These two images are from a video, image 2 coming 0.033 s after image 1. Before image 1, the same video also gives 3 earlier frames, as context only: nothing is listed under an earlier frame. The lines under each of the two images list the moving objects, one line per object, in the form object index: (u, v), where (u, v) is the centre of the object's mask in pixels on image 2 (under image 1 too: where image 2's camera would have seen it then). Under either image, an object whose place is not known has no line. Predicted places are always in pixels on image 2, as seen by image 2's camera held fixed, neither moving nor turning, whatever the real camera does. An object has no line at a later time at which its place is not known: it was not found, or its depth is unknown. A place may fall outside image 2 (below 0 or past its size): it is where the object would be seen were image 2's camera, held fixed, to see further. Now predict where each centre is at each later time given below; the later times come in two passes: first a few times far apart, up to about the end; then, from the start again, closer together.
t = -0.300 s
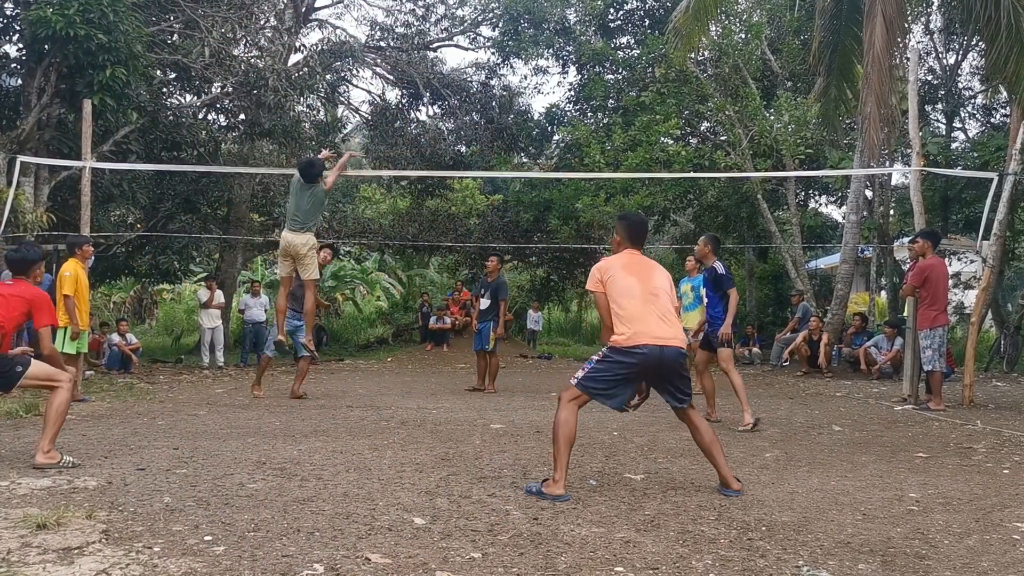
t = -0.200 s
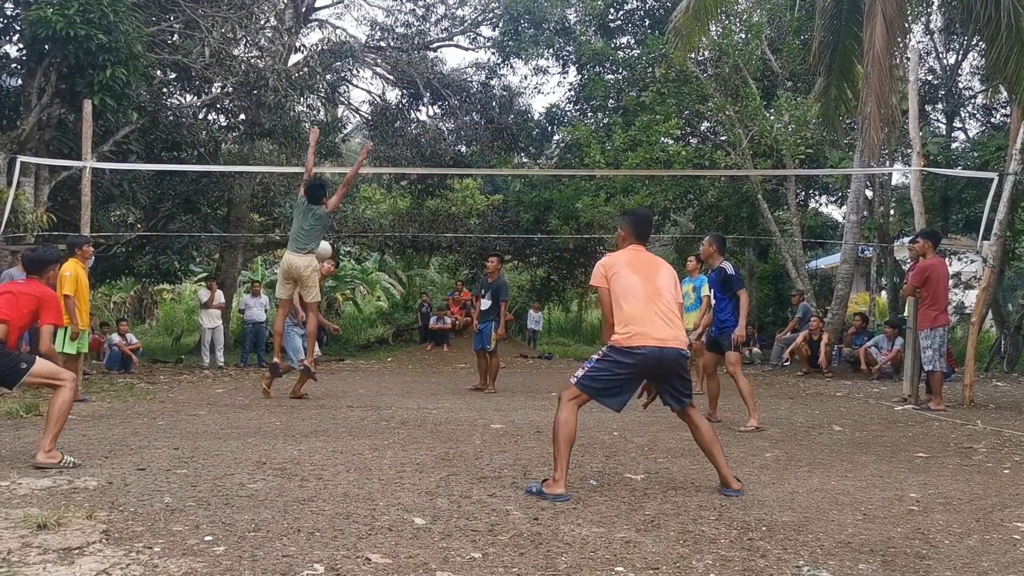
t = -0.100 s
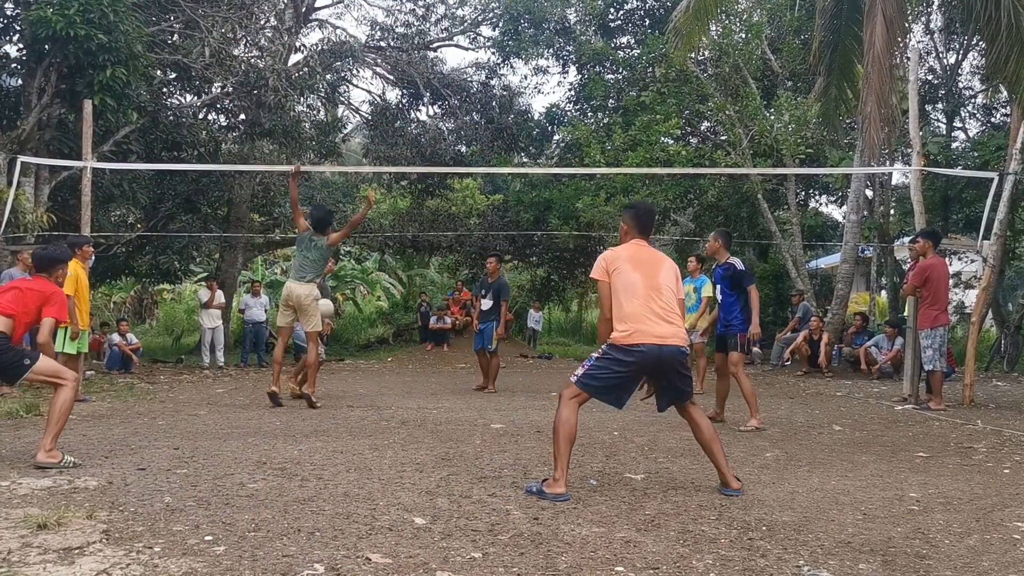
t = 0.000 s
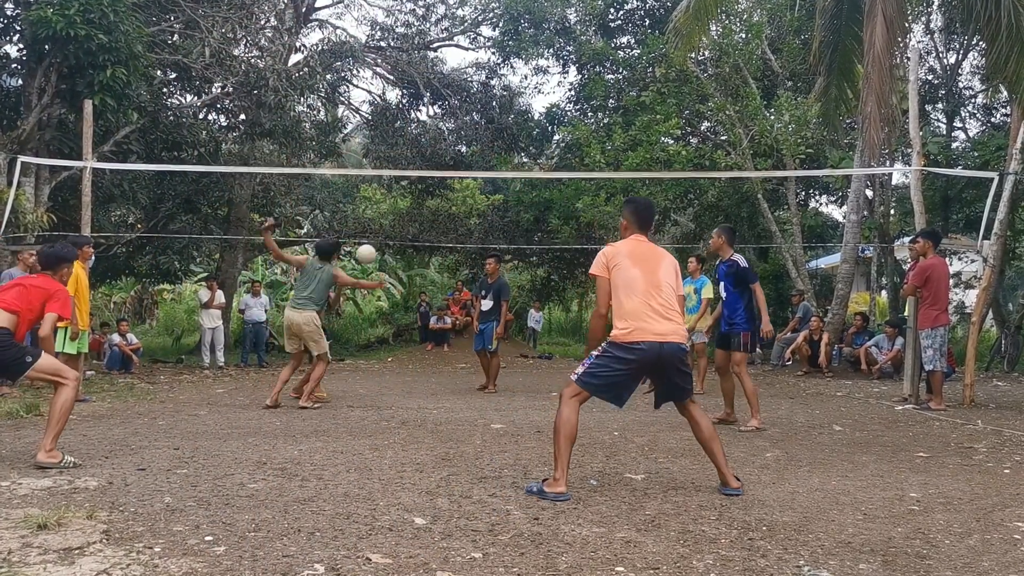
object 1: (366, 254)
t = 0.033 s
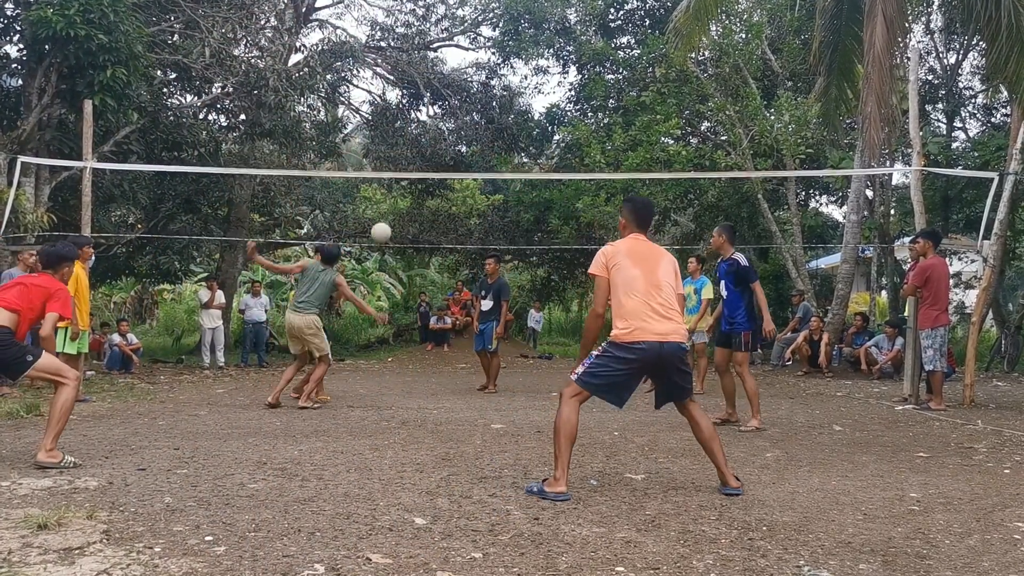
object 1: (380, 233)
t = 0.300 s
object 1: (502, 93)
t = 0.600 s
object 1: (644, 10)
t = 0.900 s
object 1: (789, 13)
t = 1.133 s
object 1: (903, 82)
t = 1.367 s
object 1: (1015, 212)
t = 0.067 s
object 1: (396, 211)
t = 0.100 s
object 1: (411, 191)
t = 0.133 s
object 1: (426, 173)
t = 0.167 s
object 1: (441, 155)
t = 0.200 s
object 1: (457, 137)
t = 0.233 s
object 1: (472, 122)
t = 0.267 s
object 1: (487, 107)
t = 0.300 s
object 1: (502, 93)
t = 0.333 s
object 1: (519, 78)
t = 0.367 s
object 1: (535, 66)
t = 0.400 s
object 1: (549, 56)
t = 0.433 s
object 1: (565, 44)
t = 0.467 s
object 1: (581, 36)
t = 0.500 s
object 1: (597, 27)
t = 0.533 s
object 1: (612, 21)
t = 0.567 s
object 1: (628, 15)
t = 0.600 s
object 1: (644, 10)
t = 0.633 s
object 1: (660, 8)
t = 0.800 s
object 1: (739, 6)
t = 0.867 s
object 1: (773, 10)
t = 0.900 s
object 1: (789, 13)
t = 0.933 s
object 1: (806, 21)
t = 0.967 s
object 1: (822, 27)
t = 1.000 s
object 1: (838, 35)
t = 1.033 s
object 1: (855, 45)
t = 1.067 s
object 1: (871, 56)
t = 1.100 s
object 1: (887, 68)
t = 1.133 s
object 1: (903, 82)
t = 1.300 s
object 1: (986, 168)
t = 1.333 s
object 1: (1002, 189)
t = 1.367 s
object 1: (1015, 212)
